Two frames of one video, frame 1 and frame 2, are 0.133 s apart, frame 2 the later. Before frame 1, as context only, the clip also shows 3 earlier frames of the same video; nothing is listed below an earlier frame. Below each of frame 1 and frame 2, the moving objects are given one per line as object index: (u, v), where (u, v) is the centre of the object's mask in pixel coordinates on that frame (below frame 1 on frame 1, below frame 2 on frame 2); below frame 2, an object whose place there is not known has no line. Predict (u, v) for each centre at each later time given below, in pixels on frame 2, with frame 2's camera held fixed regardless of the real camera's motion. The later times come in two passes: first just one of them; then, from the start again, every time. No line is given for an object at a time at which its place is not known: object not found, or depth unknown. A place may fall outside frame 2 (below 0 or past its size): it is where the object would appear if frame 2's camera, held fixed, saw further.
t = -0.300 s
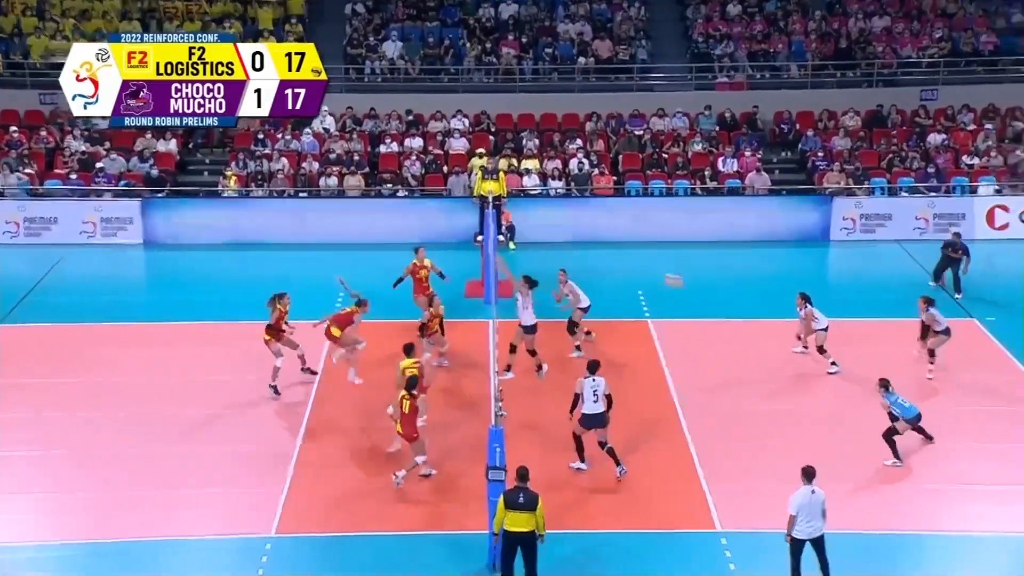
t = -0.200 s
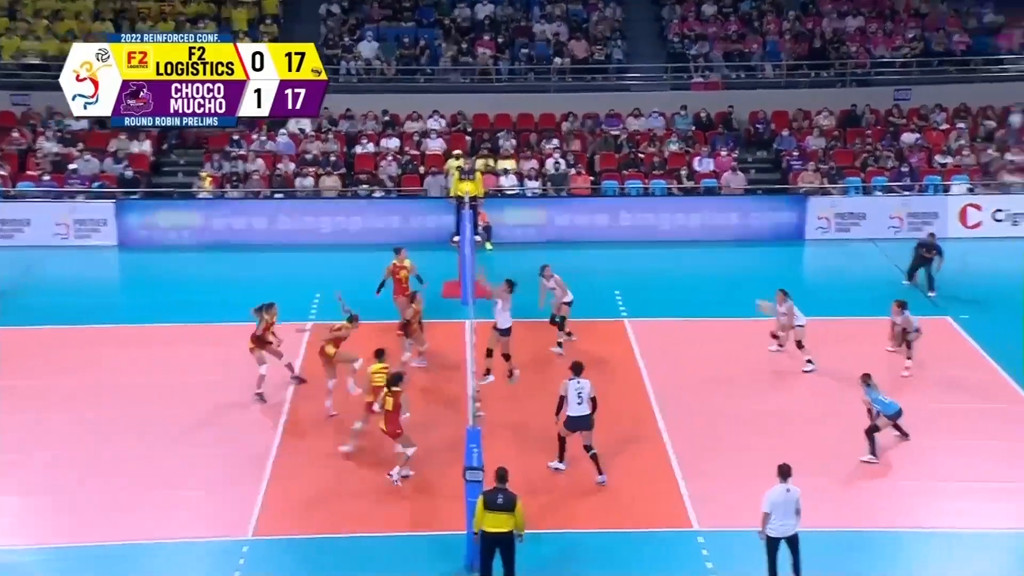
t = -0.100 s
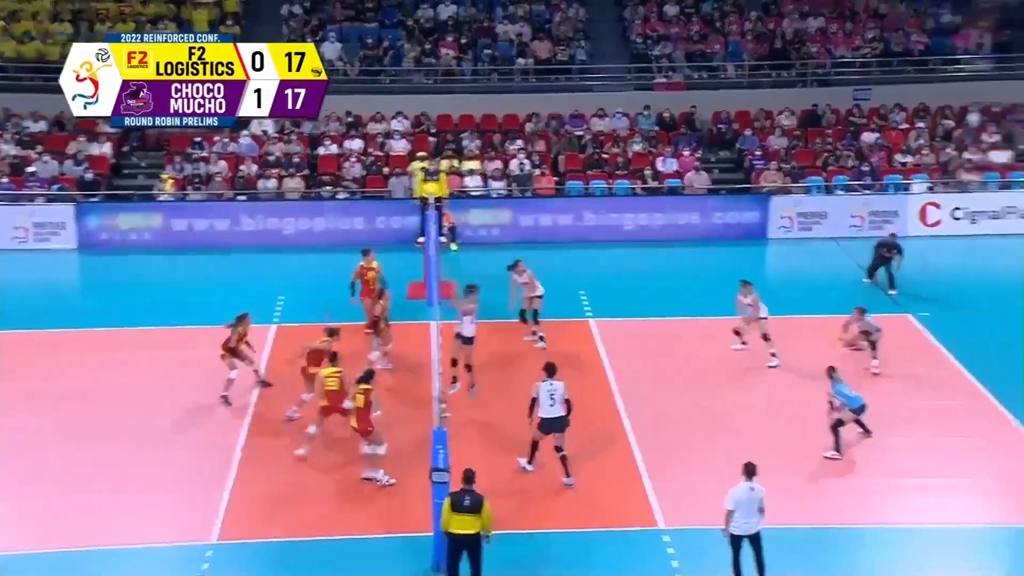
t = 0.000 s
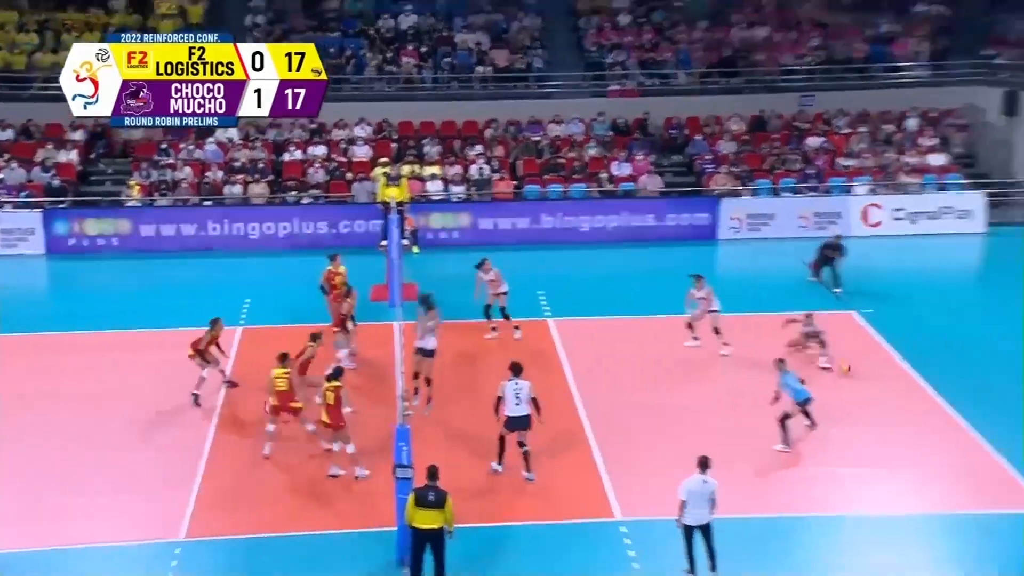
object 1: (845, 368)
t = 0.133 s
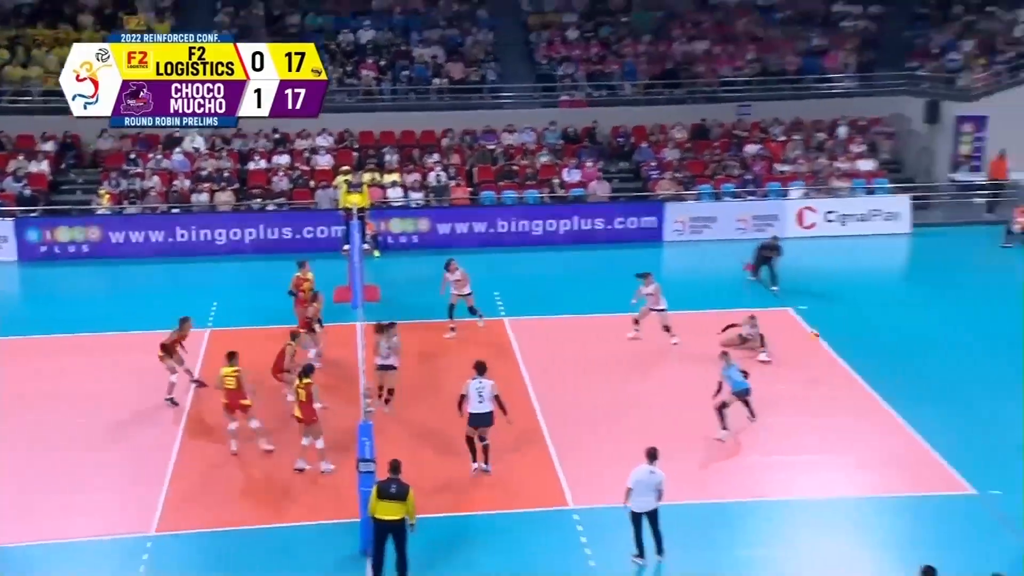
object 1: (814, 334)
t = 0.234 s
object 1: (836, 320)
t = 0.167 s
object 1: (821, 330)
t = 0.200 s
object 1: (828, 324)
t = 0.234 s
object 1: (836, 320)
